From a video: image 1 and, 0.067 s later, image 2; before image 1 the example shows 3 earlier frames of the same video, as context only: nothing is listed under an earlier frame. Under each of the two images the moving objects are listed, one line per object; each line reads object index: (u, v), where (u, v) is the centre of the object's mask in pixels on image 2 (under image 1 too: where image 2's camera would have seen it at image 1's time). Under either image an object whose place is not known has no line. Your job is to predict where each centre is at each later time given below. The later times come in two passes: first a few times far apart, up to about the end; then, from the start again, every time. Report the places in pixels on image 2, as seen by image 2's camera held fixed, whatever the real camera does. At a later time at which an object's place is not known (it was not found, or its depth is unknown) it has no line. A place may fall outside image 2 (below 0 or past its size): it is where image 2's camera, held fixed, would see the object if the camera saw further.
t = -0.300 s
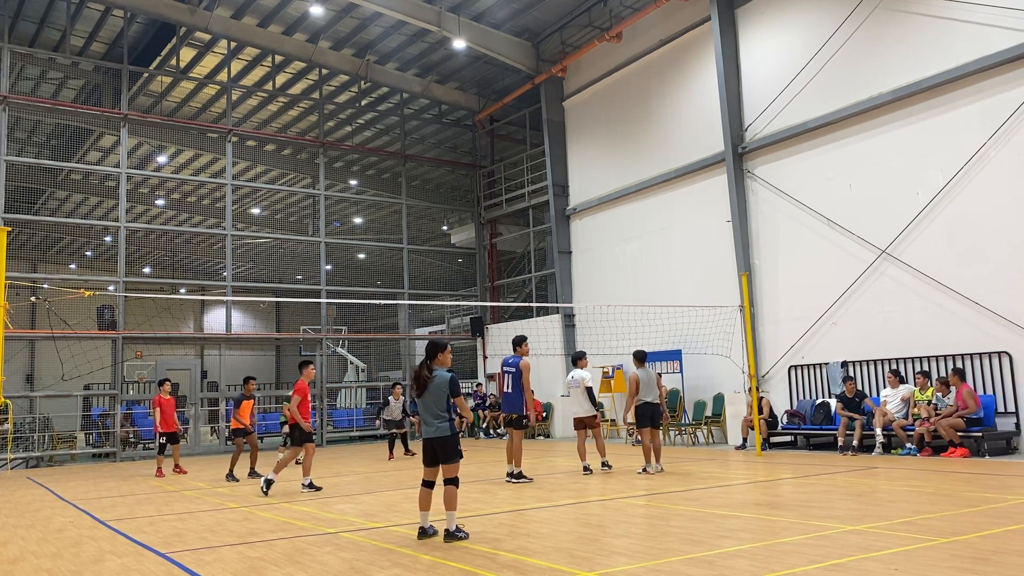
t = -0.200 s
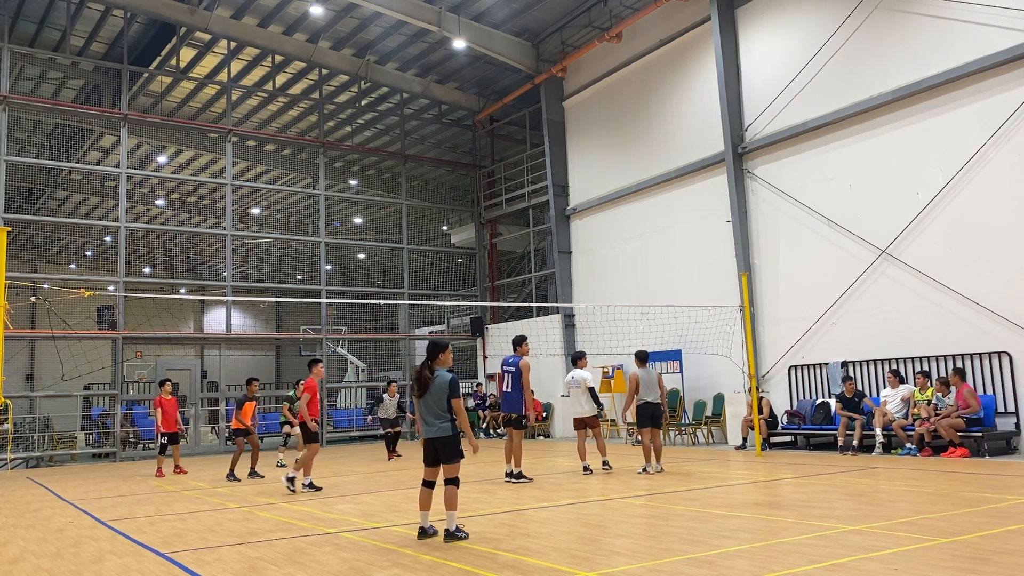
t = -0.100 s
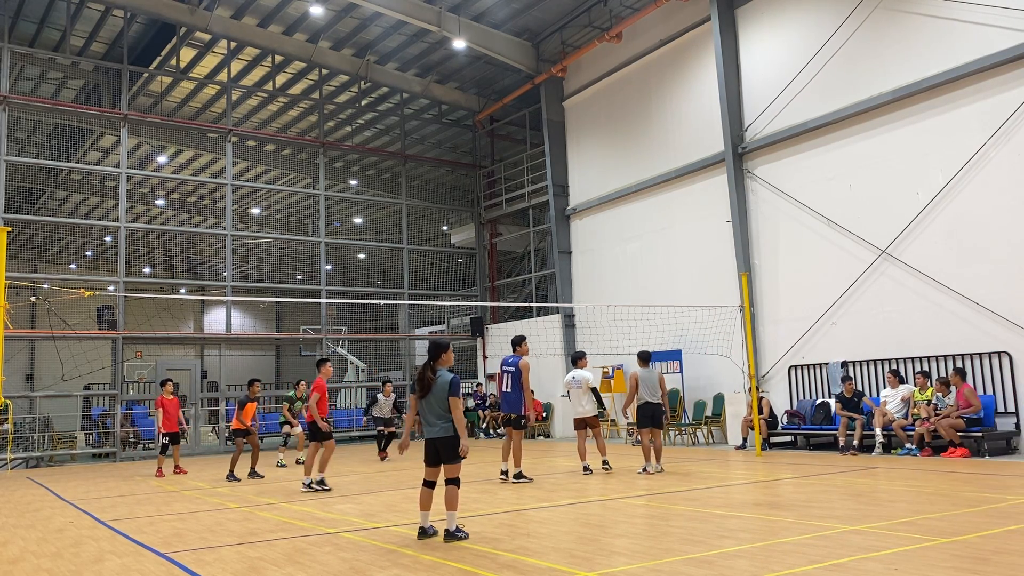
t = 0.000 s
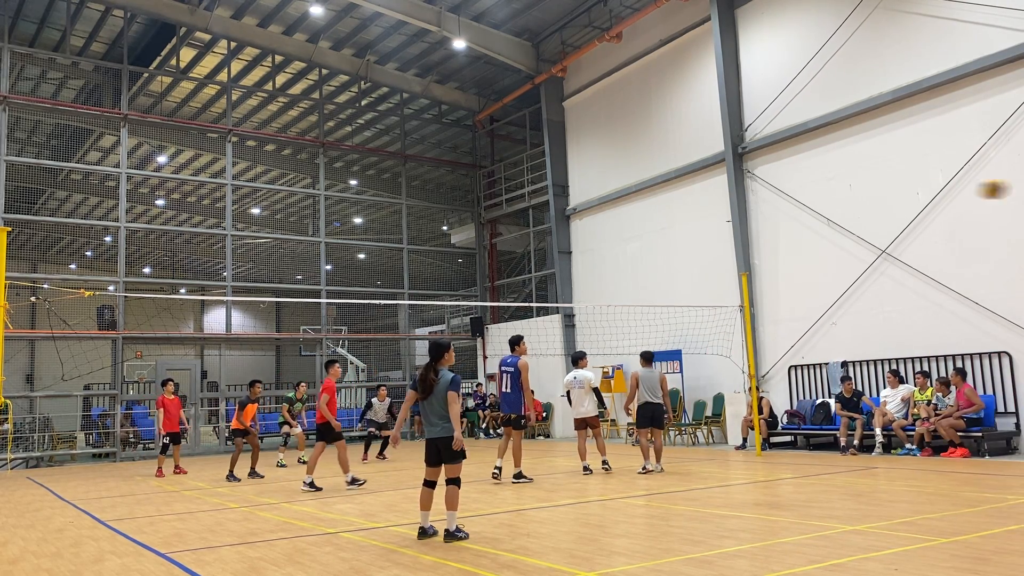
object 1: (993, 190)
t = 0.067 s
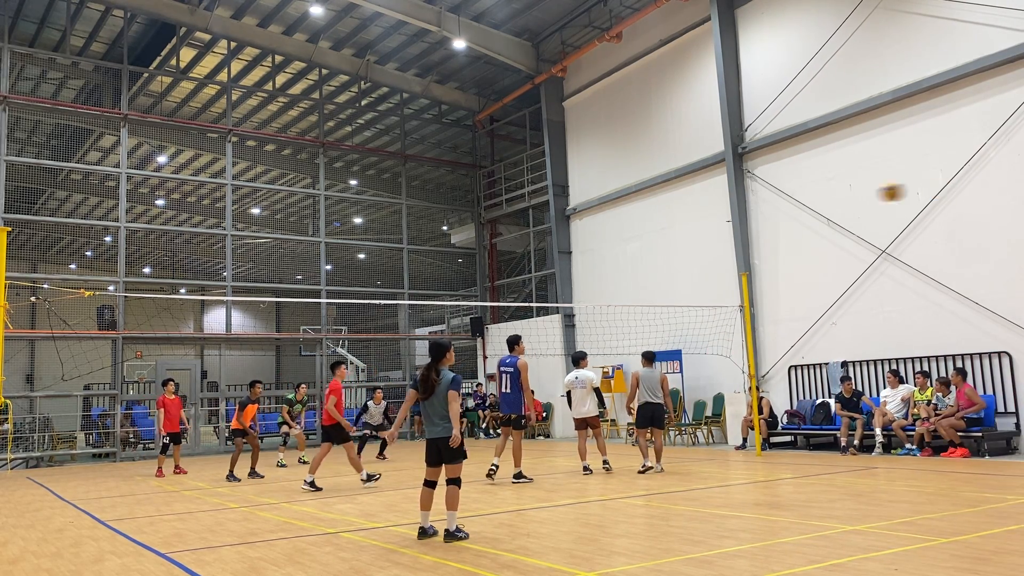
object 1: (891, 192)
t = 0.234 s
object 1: (689, 211)
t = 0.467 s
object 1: (496, 258)
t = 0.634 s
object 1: (394, 303)
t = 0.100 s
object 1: (845, 195)
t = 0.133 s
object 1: (804, 197)
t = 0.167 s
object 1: (762, 202)
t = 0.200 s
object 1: (724, 207)
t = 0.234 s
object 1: (689, 211)
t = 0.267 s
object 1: (657, 217)
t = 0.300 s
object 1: (625, 223)
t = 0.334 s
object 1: (596, 229)
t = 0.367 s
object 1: (569, 236)
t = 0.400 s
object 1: (544, 243)
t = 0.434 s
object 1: (519, 250)
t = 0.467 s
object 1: (496, 258)
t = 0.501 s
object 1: (475, 267)
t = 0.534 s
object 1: (453, 276)
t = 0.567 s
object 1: (433, 284)
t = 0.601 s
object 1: (413, 293)
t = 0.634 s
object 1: (394, 303)
